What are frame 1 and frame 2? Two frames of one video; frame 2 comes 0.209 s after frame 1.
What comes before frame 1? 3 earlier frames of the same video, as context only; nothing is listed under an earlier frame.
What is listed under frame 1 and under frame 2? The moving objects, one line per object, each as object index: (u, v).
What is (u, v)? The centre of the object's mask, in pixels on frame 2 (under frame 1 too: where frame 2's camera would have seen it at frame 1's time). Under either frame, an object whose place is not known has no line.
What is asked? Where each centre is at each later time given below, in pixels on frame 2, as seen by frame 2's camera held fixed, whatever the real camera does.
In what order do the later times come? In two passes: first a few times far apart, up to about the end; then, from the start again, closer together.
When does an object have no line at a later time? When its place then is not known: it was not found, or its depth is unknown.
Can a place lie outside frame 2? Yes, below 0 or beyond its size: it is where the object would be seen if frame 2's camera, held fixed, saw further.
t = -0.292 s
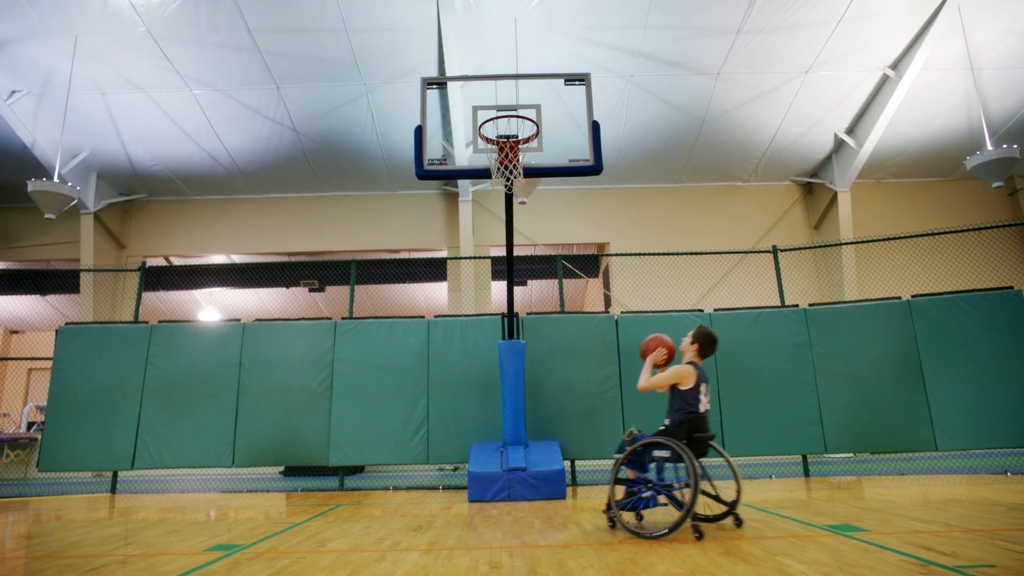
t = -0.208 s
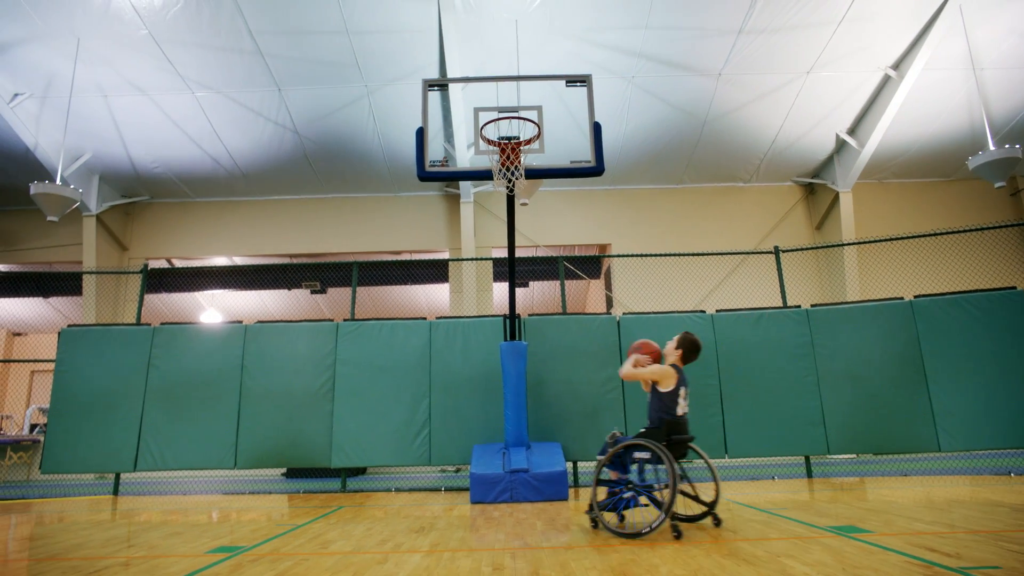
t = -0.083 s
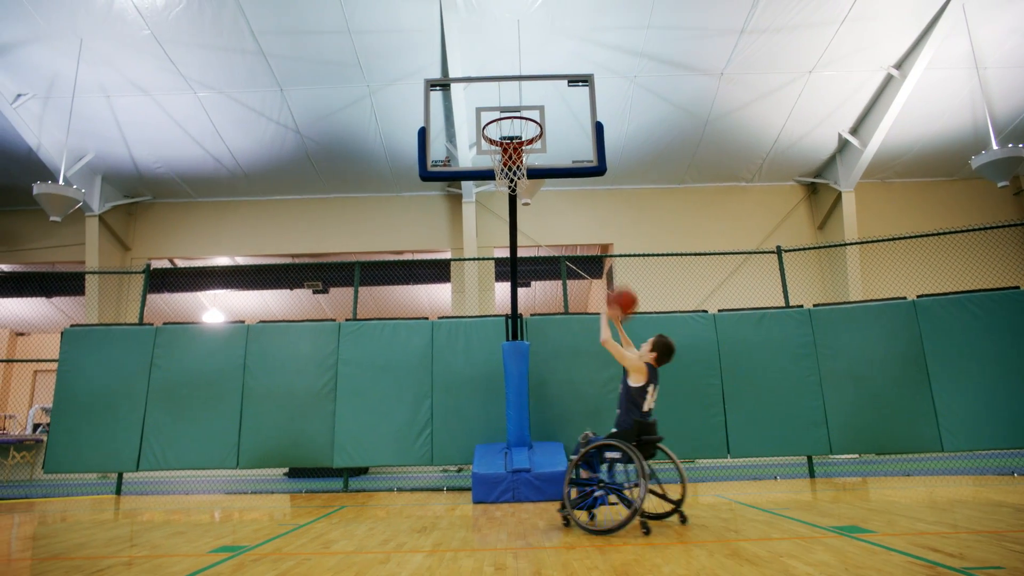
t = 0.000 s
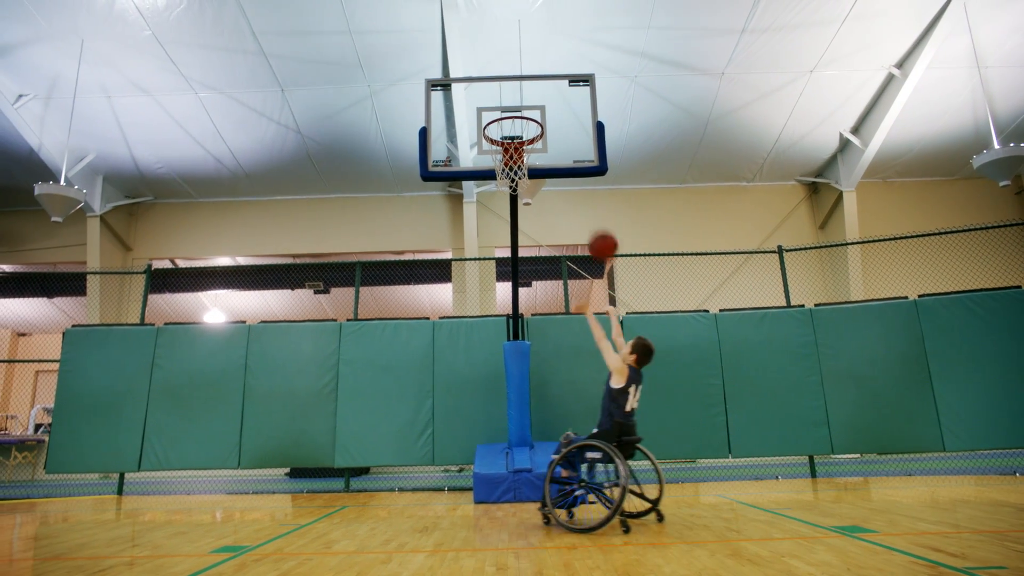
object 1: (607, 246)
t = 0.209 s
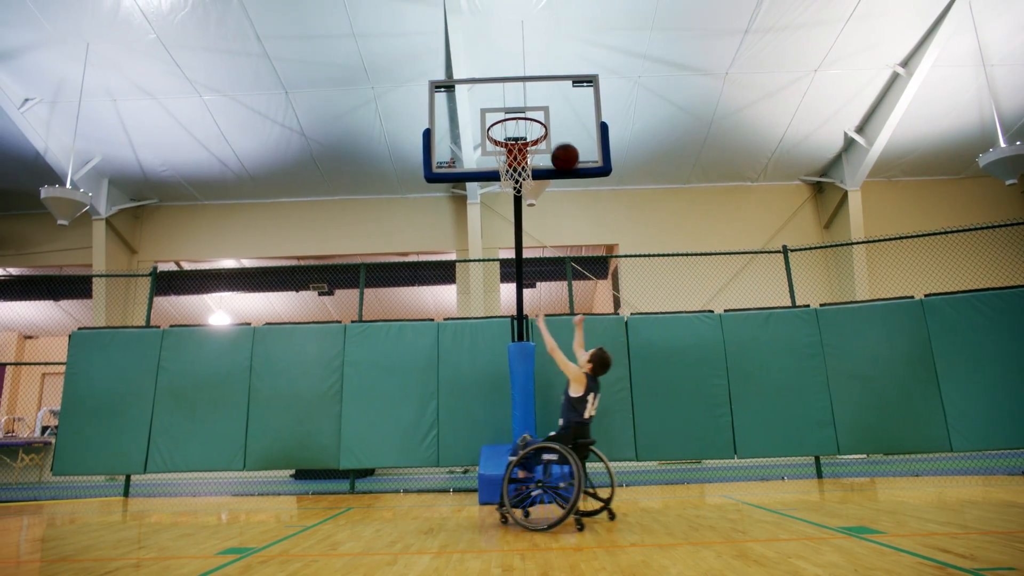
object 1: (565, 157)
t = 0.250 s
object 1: (557, 146)
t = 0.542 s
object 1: (539, 123)
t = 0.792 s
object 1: (528, 127)
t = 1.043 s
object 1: (504, 155)
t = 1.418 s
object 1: (498, 284)
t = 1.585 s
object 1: (495, 408)
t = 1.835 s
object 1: (496, 415)
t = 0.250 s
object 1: (557, 146)
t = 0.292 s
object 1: (553, 139)
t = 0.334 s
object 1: (549, 131)
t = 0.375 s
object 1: (546, 126)
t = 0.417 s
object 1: (544, 124)
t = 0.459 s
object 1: (542, 123)
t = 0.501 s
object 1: (541, 123)
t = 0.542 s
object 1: (539, 123)
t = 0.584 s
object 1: (538, 123)
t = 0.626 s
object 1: (536, 123)
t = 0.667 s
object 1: (535, 124)
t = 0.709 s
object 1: (532, 124)
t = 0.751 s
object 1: (531, 126)
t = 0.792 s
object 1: (528, 127)
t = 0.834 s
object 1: (524, 128)
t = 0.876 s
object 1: (520, 131)
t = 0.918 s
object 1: (517, 134)
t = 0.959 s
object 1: (513, 139)
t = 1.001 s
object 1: (508, 145)
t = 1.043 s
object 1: (504, 155)
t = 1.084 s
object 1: (499, 165)
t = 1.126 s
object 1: (502, 174)
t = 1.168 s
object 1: (500, 183)
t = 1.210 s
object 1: (501, 194)
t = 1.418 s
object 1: (498, 284)
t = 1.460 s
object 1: (497, 313)
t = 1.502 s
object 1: (496, 340)
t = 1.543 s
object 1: (496, 372)
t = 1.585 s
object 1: (495, 408)
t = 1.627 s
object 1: (495, 445)
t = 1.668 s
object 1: (494, 489)
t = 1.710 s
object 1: (494, 507)
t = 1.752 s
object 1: (495, 475)
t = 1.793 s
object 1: (496, 442)
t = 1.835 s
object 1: (496, 415)
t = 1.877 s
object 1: (496, 390)
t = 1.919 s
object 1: (497, 366)
